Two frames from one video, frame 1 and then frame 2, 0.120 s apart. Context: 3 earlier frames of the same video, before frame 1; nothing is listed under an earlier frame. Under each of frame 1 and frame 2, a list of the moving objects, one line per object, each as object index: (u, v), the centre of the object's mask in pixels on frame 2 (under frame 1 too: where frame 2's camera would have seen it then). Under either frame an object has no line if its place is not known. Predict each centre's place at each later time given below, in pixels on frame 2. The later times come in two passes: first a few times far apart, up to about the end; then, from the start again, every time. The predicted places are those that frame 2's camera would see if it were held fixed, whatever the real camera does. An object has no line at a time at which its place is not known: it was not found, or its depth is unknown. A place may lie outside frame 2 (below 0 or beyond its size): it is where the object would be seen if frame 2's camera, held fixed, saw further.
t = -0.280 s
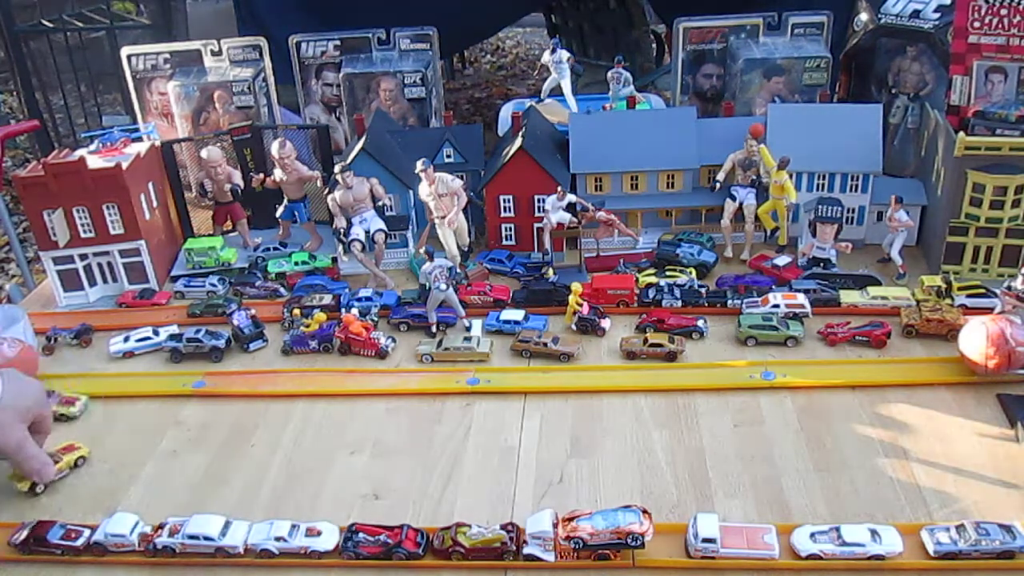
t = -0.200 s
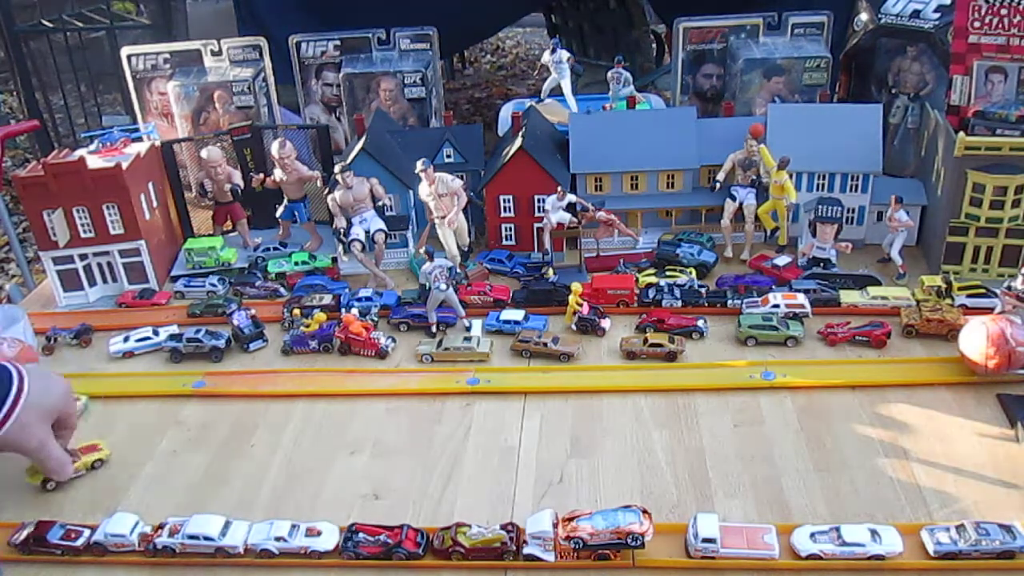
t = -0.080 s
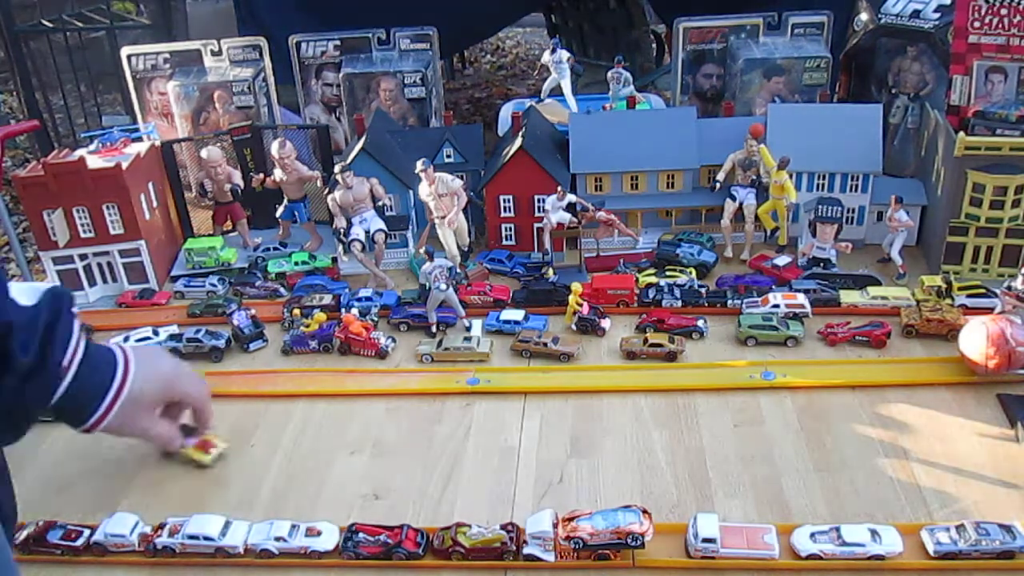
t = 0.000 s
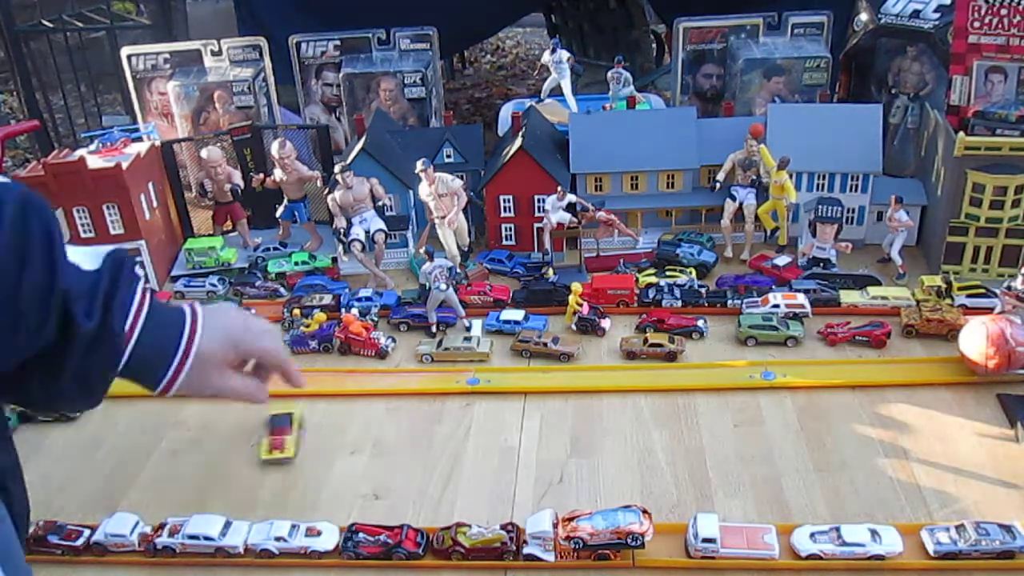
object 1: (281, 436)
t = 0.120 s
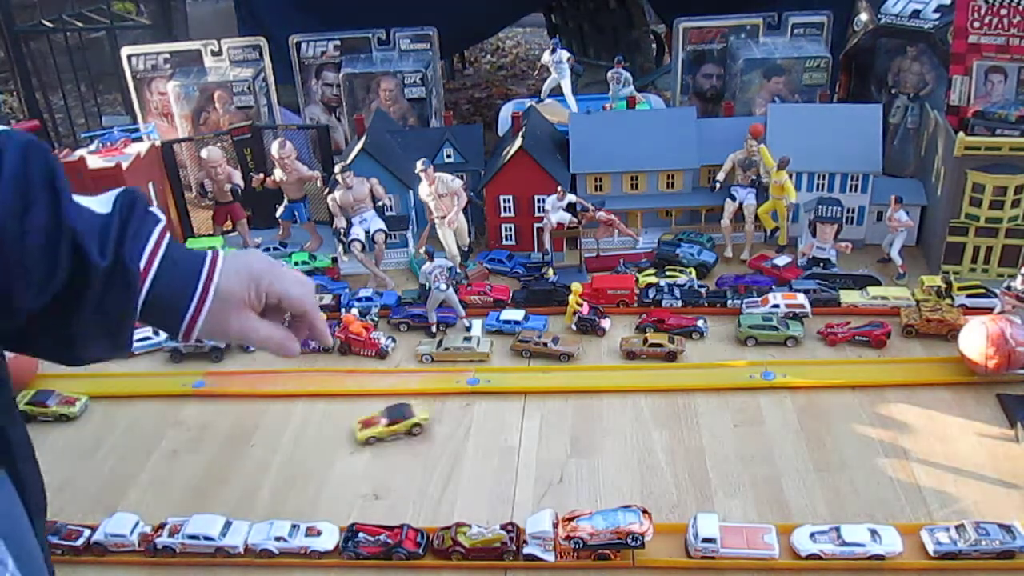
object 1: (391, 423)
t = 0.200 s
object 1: (454, 415)
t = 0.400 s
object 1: (567, 418)
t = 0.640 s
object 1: (614, 422)
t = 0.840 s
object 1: (619, 422)
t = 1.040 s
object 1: (619, 422)
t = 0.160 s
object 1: (423, 419)
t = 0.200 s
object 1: (454, 415)
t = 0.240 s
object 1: (484, 415)
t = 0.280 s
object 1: (510, 414)
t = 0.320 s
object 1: (533, 416)
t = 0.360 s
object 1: (552, 417)
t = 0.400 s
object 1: (567, 418)
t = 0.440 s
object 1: (580, 418)
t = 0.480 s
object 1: (590, 419)
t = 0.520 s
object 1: (598, 420)
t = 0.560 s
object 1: (605, 421)
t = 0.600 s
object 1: (611, 422)
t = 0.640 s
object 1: (614, 422)
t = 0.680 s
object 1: (617, 422)
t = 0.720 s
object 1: (618, 422)
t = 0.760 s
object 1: (619, 422)
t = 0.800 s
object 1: (619, 422)
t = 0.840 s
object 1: (619, 422)
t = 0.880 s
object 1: (619, 422)
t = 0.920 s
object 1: (619, 422)
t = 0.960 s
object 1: (619, 422)
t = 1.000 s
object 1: (619, 422)
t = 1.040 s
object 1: (619, 422)
